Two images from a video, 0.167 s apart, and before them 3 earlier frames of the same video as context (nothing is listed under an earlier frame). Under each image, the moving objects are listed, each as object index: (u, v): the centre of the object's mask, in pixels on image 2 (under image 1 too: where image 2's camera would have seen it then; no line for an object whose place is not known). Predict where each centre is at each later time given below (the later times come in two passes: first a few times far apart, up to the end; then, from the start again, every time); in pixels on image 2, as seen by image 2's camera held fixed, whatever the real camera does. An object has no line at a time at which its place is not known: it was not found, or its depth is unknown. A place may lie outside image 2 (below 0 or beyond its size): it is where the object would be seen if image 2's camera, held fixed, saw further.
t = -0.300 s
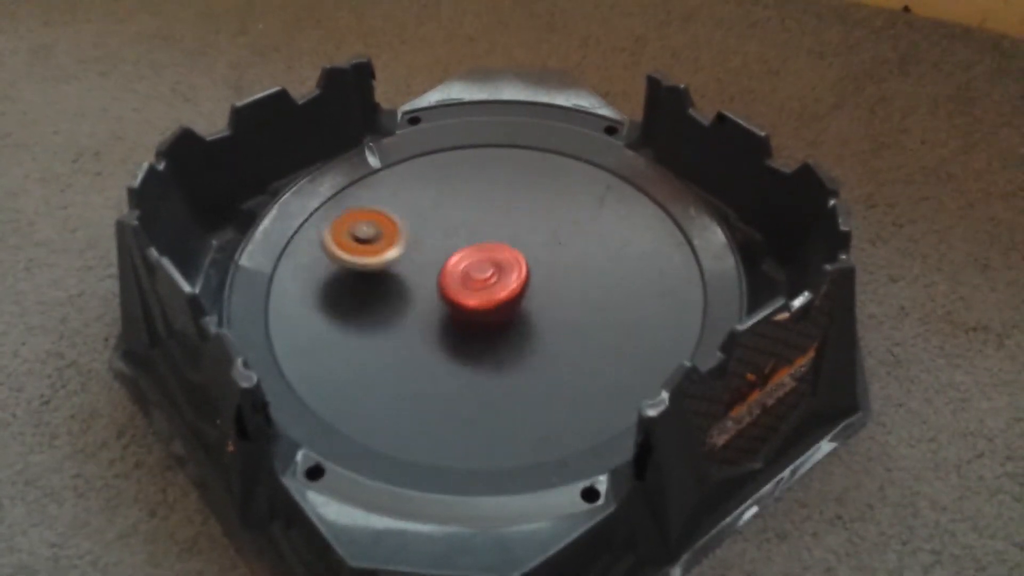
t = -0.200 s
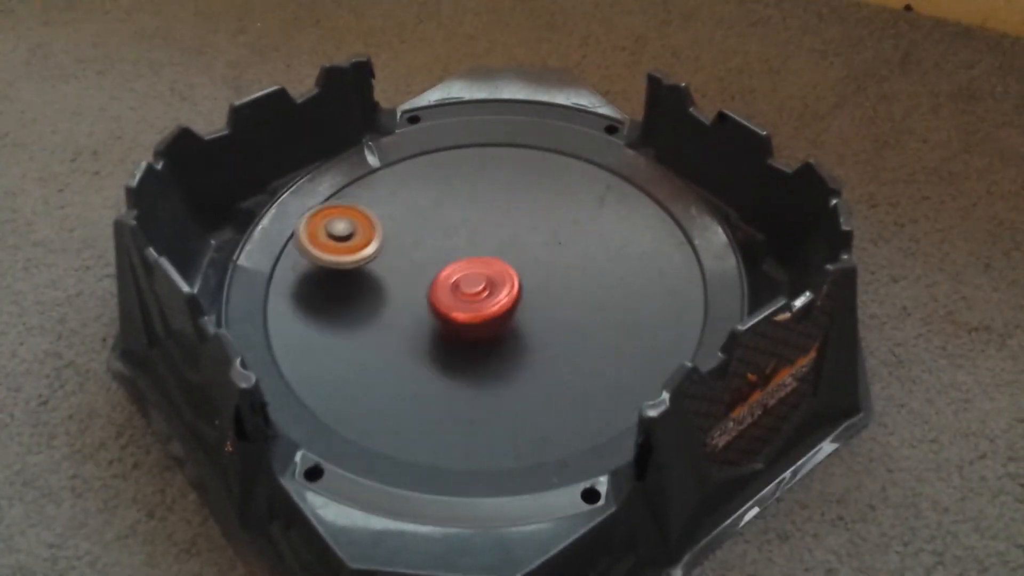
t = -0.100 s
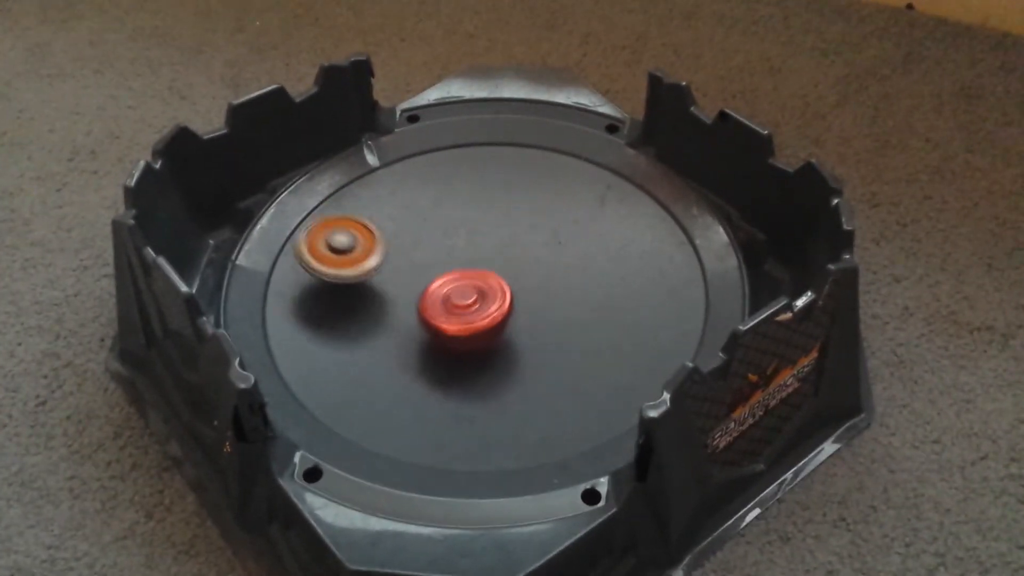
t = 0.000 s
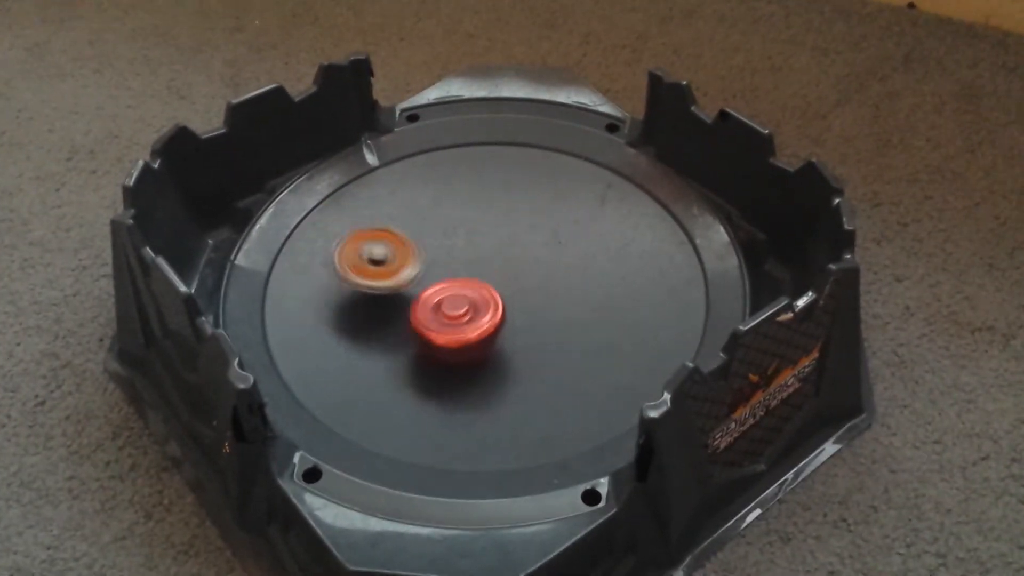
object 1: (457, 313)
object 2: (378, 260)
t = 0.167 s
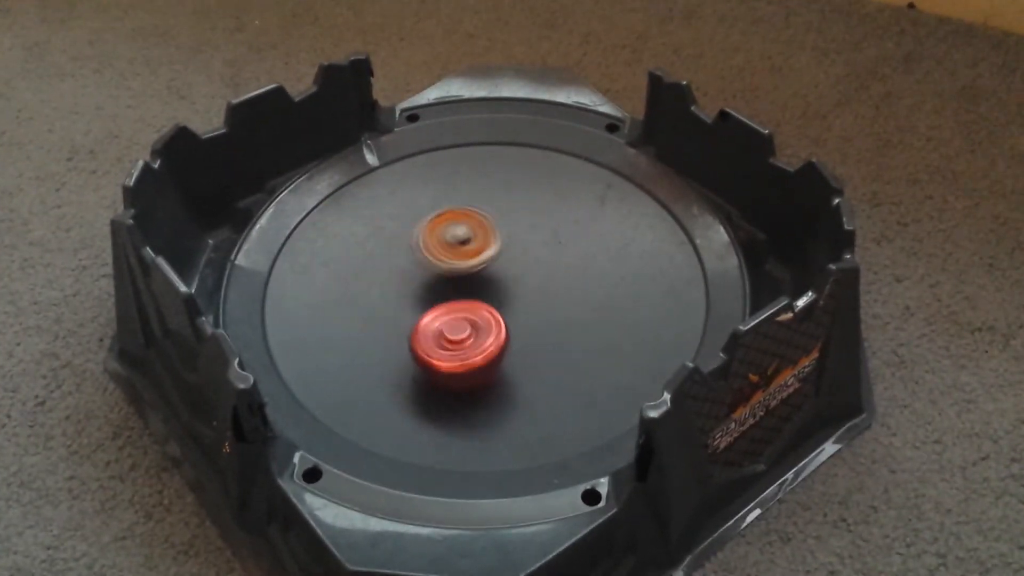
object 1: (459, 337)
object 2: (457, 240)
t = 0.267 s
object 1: (463, 345)
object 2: (497, 218)
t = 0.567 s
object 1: (475, 336)
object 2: (510, 163)
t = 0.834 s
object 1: (479, 312)
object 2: (520, 241)
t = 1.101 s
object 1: (468, 315)
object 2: (614, 241)
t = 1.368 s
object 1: (477, 297)
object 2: (582, 245)
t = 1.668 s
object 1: (357, 293)
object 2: (636, 246)
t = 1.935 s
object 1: (366, 286)
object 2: (556, 273)
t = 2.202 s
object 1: (422, 281)
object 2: (493, 353)
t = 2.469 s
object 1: (492, 289)
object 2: (537, 369)
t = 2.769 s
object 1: (585, 180)
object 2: (499, 418)
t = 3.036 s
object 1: (596, 197)
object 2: (499, 398)
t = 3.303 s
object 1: (536, 279)
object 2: (440, 304)
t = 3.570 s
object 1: (436, 375)
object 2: (355, 238)
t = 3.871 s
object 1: (405, 388)
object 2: (357, 250)
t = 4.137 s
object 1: (439, 334)
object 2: (498, 239)
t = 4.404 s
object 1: (505, 220)
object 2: (587, 186)
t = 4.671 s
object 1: (512, 169)
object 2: (599, 170)
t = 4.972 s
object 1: (494, 188)
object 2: (613, 275)
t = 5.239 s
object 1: (462, 286)
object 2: (613, 361)
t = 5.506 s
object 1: (455, 371)
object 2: (582, 395)
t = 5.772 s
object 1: (390, 352)
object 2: (526, 365)
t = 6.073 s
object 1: (389, 264)
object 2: (465, 312)
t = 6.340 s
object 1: (433, 206)
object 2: (476, 271)
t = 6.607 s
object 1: (477, 201)
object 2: (466, 287)
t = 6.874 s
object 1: (480, 215)
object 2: (536, 298)
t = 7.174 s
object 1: (478, 207)
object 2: (510, 256)
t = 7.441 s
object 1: (482, 220)
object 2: (469, 298)
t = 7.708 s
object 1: (482, 220)
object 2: (517, 307)
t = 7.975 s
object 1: (480, 211)
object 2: (495, 265)
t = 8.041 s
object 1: (479, 209)
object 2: (478, 266)
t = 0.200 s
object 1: (460, 340)
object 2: (473, 232)
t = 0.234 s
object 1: (462, 342)
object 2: (486, 224)
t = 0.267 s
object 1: (463, 345)
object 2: (497, 218)
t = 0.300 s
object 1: (464, 346)
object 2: (508, 207)
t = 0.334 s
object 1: (466, 346)
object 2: (516, 199)
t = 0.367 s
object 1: (467, 346)
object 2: (521, 192)
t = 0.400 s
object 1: (469, 346)
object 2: (525, 183)
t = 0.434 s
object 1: (470, 345)
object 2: (526, 175)
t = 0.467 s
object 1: (471, 344)
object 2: (524, 169)
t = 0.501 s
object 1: (473, 341)
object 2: (521, 165)
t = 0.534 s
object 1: (474, 339)
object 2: (517, 162)
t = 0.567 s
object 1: (475, 336)
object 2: (510, 163)
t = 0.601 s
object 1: (478, 333)
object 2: (504, 168)
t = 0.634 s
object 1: (479, 330)
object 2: (500, 174)
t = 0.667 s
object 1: (480, 325)
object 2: (497, 185)
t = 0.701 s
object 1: (482, 321)
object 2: (496, 196)
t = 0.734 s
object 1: (482, 317)
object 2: (498, 208)
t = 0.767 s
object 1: (484, 312)
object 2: (501, 222)
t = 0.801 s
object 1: (485, 308)
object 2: (508, 235)
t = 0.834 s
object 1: (479, 312)
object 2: (520, 241)
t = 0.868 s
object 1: (473, 317)
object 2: (533, 244)
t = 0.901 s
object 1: (468, 321)
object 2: (548, 246)
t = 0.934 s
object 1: (464, 323)
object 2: (560, 248)
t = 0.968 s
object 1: (463, 323)
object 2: (571, 248)
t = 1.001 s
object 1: (464, 321)
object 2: (584, 248)
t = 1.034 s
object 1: (465, 320)
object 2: (596, 246)
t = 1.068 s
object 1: (466, 317)
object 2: (606, 244)
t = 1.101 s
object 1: (468, 315)
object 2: (614, 241)
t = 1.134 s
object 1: (469, 313)
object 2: (619, 237)
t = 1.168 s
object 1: (470, 311)
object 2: (621, 234)
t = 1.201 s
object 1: (470, 310)
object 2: (620, 231)
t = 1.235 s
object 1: (471, 307)
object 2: (616, 230)
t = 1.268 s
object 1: (473, 305)
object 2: (610, 230)
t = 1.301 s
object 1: (474, 302)
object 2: (602, 233)
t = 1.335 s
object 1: (475, 300)
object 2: (591, 238)
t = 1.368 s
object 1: (477, 297)
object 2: (582, 245)
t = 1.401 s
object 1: (478, 293)
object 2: (572, 253)
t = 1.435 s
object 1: (473, 291)
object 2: (569, 259)
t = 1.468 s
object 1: (443, 295)
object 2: (587, 260)
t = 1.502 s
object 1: (415, 296)
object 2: (600, 260)
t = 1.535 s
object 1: (394, 295)
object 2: (612, 258)
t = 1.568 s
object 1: (378, 294)
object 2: (621, 257)
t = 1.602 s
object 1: (367, 293)
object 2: (629, 253)
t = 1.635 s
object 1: (362, 293)
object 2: (634, 250)
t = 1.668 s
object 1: (357, 293)
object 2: (636, 246)
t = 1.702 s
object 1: (355, 293)
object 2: (634, 243)
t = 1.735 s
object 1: (354, 292)
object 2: (628, 242)
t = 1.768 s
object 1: (353, 291)
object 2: (619, 243)
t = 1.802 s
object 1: (354, 291)
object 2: (608, 245)
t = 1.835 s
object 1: (356, 290)
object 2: (595, 250)
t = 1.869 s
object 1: (358, 289)
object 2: (582, 256)
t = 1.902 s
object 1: (362, 288)
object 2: (570, 264)
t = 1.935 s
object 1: (366, 286)
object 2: (556, 273)
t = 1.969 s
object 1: (371, 286)
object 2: (544, 283)
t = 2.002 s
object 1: (378, 285)
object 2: (532, 293)
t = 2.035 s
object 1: (384, 284)
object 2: (521, 304)
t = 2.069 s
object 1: (391, 283)
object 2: (512, 315)
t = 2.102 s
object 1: (398, 283)
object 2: (504, 324)
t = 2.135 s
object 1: (406, 282)
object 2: (499, 335)
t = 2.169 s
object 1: (414, 282)
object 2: (495, 344)
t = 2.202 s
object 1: (422, 281)
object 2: (493, 353)
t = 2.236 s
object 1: (430, 282)
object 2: (494, 361)
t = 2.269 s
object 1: (439, 282)
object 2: (497, 369)
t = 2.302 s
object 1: (447, 283)
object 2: (502, 375)
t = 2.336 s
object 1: (457, 284)
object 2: (509, 379)
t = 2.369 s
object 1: (466, 285)
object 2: (517, 381)
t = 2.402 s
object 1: (475, 286)
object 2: (525, 380)
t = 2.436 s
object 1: (483, 287)
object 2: (532, 376)
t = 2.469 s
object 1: (492, 289)
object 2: (537, 369)
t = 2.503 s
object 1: (501, 291)
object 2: (540, 361)
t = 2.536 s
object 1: (510, 289)
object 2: (538, 356)
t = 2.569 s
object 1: (521, 267)
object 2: (533, 370)
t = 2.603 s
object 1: (535, 247)
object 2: (525, 385)
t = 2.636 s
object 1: (548, 227)
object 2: (516, 396)
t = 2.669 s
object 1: (557, 212)
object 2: (508, 403)
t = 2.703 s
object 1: (569, 198)
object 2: (503, 409)
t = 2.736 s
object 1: (580, 185)
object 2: (500, 413)
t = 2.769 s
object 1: (585, 180)
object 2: (499, 418)
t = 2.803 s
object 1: (591, 178)
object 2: (498, 423)
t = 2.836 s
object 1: (593, 178)
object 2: (499, 423)
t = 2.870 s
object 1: (595, 180)
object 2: (499, 421)
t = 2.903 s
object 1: (596, 182)
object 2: (499, 420)
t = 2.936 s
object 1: (597, 184)
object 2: (501, 418)
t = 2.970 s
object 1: (597, 188)
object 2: (502, 413)
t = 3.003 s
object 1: (597, 192)
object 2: (501, 406)
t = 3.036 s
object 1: (596, 197)
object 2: (499, 398)
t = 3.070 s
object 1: (593, 202)
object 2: (495, 388)
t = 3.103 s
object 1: (590, 209)
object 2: (491, 377)
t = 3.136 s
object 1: (585, 218)
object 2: (485, 365)
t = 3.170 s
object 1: (578, 228)
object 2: (478, 353)
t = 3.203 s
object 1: (570, 238)
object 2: (470, 340)
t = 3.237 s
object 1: (560, 251)
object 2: (460, 327)
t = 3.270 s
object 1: (548, 265)
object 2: (450, 316)
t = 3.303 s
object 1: (536, 279)
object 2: (440, 304)
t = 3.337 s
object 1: (521, 294)
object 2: (429, 293)
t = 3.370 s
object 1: (509, 307)
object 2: (418, 283)
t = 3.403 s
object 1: (494, 323)
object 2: (408, 273)
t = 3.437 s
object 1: (479, 336)
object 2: (396, 264)
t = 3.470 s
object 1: (469, 347)
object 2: (385, 256)
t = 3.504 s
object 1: (456, 359)
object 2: (374, 249)
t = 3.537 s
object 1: (445, 368)
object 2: (364, 243)
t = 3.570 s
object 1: (436, 375)
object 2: (355, 238)
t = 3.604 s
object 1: (429, 384)
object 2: (345, 234)
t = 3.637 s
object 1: (421, 388)
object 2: (337, 232)
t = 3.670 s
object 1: (416, 391)
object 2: (330, 231)
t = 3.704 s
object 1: (413, 393)
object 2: (325, 231)
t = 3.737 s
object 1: (410, 394)
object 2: (323, 234)
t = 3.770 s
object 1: (408, 393)
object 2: (326, 239)
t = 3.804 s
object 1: (407, 393)
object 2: (333, 242)
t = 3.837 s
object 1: (406, 390)
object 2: (344, 248)
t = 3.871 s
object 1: (405, 388)
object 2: (357, 250)
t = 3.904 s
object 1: (406, 384)
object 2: (373, 253)
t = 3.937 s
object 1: (408, 382)
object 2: (391, 255)
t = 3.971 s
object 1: (409, 377)
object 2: (410, 255)
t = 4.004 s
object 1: (413, 372)
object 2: (428, 253)
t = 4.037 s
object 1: (416, 365)
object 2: (446, 251)
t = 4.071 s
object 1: (424, 355)
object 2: (464, 247)
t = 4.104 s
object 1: (432, 345)
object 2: (482, 243)
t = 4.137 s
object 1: (439, 334)
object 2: (498, 239)
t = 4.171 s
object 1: (449, 322)
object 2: (514, 233)
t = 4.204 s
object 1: (460, 307)
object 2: (528, 227)
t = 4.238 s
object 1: (468, 293)
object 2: (541, 221)
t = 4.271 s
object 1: (478, 278)
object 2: (553, 215)
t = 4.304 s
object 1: (486, 262)
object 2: (563, 207)
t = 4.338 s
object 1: (492, 247)
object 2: (572, 200)
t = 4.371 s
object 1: (502, 233)
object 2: (579, 193)
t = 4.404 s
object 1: (505, 220)
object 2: (587, 186)
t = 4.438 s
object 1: (504, 210)
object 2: (597, 180)
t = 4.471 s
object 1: (505, 198)
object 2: (604, 173)
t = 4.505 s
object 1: (505, 190)
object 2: (608, 168)
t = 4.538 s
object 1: (508, 181)
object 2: (610, 165)
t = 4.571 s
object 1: (508, 175)
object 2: (610, 162)
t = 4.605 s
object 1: (511, 173)
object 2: (608, 162)
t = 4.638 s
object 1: (512, 170)
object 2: (604, 164)
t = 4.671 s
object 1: (512, 169)
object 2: (599, 170)
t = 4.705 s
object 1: (509, 167)
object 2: (598, 177)
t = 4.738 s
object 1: (505, 167)
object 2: (599, 187)
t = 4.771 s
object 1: (503, 167)
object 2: (601, 197)
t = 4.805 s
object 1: (502, 169)
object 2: (603, 209)
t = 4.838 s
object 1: (501, 171)
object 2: (605, 223)
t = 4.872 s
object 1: (499, 173)
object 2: (607, 237)
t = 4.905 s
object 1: (498, 177)
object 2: (609, 249)
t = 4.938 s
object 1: (496, 182)
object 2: (611, 262)
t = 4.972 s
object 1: (494, 188)
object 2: (613, 275)
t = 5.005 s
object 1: (491, 194)
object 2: (614, 287)
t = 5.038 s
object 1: (488, 205)
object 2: (615, 299)
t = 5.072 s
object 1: (485, 215)
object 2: (616, 311)
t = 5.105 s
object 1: (479, 226)
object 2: (616, 321)
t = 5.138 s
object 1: (474, 242)
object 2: (617, 332)
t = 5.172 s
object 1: (469, 254)
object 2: (616, 343)
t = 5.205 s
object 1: (466, 270)
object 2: (615, 352)
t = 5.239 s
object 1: (462, 286)
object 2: (613, 361)
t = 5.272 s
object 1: (460, 300)
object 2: (612, 369)
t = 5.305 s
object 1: (458, 315)
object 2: (610, 376)
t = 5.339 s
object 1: (455, 328)
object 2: (607, 383)
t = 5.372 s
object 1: (456, 341)
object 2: (604, 388)
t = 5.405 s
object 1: (454, 350)
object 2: (600, 392)
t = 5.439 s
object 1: (455, 361)
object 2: (596, 395)
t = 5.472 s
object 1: (454, 367)
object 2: (591, 396)
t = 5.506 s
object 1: (455, 371)
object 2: (582, 395)
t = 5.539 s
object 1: (455, 376)
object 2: (571, 393)
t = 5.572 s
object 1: (453, 376)
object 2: (560, 391)
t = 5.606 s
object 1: (443, 373)
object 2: (556, 390)
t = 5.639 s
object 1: (429, 368)
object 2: (553, 388)
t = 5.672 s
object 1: (416, 364)
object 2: (550, 384)
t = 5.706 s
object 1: (406, 359)
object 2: (544, 379)
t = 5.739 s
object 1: (396, 355)
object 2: (536, 372)
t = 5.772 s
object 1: (390, 352)
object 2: (526, 365)
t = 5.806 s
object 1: (385, 346)
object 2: (516, 358)
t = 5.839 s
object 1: (382, 341)
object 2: (505, 350)
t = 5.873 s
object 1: (381, 336)
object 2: (492, 343)
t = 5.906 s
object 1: (377, 331)
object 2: (481, 335)
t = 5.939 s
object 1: (378, 326)
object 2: (468, 327)
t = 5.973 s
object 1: (379, 319)
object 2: (460, 320)
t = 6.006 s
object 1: (383, 299)
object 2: (459, 317)
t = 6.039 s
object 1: (388, 280)
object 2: (462, 315)
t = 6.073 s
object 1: (389, 264)
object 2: (465, 312)
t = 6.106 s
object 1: (395, 238)
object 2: (469, 309)
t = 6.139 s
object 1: (398, 227)
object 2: (472, 304)
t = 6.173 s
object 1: (405, 214)
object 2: (474, 300)
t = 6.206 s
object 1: (413, 206)
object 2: (476, 294)
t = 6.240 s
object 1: (419, 203)
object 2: (478, 288)
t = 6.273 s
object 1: (426, 203)
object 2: (478, 282)
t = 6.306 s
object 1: (430, 206)
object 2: (478, 276)
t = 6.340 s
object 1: (433, 206)
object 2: (476, 271)
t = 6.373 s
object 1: (431, 207)
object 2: (474, 266)
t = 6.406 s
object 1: (429, 206)
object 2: (471, 262)
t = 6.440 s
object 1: (429, 205)
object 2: (467, 259)
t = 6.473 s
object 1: (440, 202)
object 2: (463, 260)
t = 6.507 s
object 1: (452, 200)
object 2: (460, 265)
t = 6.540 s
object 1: (466, 200)
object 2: (460, 273)
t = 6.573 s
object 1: (474, 200)
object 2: (462, 280)
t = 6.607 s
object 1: (477, 201)
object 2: (466, 287)
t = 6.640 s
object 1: (478, 201)
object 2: (471, 294)
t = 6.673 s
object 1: (479, 204)
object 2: (480, 299)
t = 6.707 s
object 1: (480, 207)
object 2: (489, 303)
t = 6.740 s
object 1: (480, 209)
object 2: (499, 305)
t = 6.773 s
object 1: (479, 212)
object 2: (509, 306)
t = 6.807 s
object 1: (479, 213)
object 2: (519, 305)
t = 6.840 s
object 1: (479, 214)
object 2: (528, 302)
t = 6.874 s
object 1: (480, 215)
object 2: (536, 298)
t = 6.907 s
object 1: (482, 215)
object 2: (542, 293)
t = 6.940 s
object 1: (483, 216)
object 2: (545, 287)
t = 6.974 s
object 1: (483, 216)
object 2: (547, 280)
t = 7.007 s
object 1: (483, 216)
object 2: (544, 274)
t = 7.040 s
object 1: (483, 215)
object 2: (541, 268)
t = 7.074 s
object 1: (481, 214)
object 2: (536, 263)
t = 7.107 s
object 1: (480, 212)
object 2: (529, 259)
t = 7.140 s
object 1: (479, 210)
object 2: (519, 256)
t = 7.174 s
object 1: (478, 207)
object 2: (510, 256)
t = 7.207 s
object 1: (477, 205)
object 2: (502, 257)
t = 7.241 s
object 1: (476, 205)
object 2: (492, 260)
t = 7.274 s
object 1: (476, 207)
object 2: (484, 264)
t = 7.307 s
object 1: (476, 211)
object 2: (477, 271)
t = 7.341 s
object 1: (477, 213)
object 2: (473, 277)
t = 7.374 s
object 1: (479, 216)
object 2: (469, 284)
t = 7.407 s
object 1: (482, 218)
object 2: (468, 291)
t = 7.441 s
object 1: (482, 220)
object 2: (469, 298)
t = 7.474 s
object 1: (482, 221)
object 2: (472, 304)
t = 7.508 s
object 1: (482, 220)
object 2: (476, 309)
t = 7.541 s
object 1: (482, 220)
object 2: (482, 313)
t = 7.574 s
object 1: (482, 220)
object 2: (489, 315)
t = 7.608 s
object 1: (482, 220)
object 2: (496, 316)
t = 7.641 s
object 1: (482, 220)
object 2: (504, 315)
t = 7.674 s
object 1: (482, 220)
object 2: (512, 312)
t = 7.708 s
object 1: (482, 220)
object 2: (517, 307)
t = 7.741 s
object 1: (482, 220)
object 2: (521, 303)
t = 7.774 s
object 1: (482, 220)
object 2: (523, 297)
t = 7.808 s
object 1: (482, 220)
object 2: (523, 290)
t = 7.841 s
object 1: (482, 219)
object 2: (520, 284)
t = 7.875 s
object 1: (481, 218)
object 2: (517, 278)
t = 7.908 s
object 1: (480, 216)
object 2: (512, 273)
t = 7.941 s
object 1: (480, 213)
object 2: (504, 268)
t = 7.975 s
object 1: (480, 211)
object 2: (495, 265)
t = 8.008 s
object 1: (480, 209)
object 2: (486, 265)
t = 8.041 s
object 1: (479, 209)
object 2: (478, 266)
